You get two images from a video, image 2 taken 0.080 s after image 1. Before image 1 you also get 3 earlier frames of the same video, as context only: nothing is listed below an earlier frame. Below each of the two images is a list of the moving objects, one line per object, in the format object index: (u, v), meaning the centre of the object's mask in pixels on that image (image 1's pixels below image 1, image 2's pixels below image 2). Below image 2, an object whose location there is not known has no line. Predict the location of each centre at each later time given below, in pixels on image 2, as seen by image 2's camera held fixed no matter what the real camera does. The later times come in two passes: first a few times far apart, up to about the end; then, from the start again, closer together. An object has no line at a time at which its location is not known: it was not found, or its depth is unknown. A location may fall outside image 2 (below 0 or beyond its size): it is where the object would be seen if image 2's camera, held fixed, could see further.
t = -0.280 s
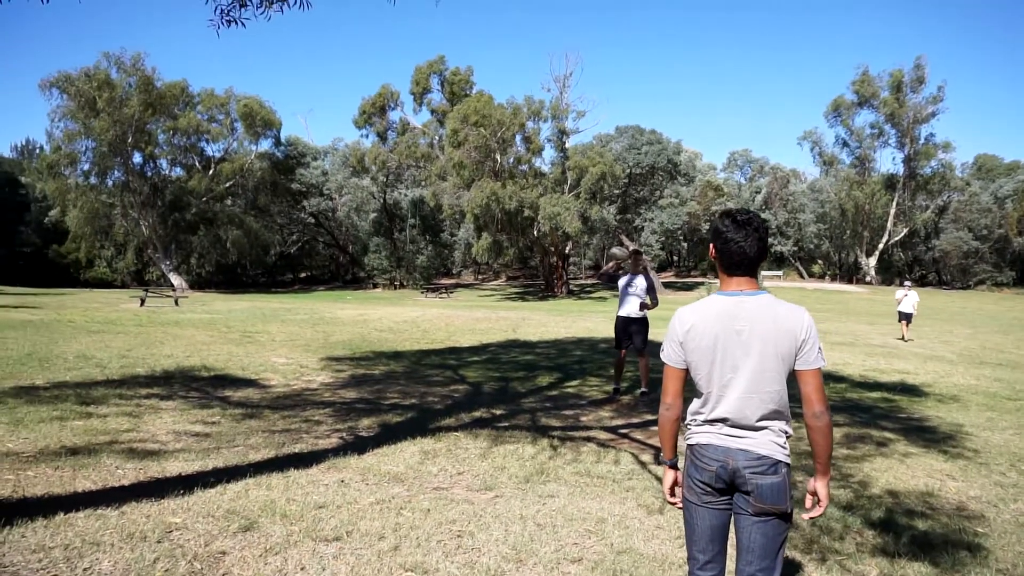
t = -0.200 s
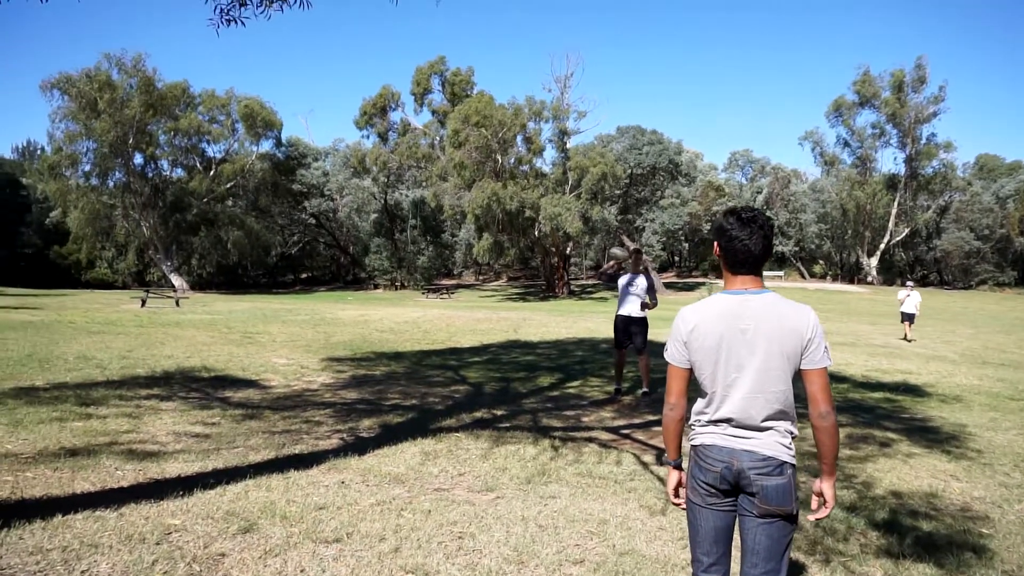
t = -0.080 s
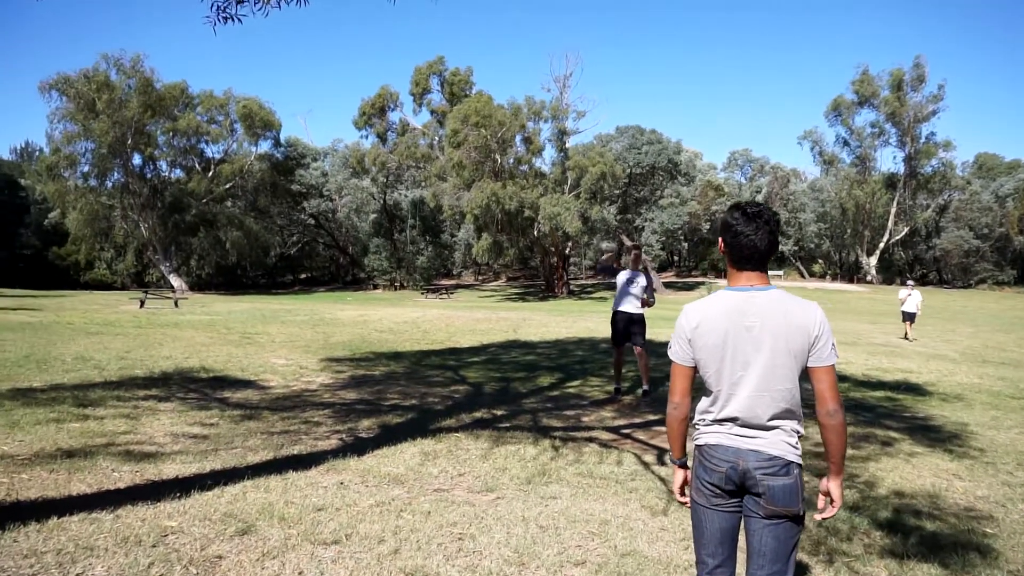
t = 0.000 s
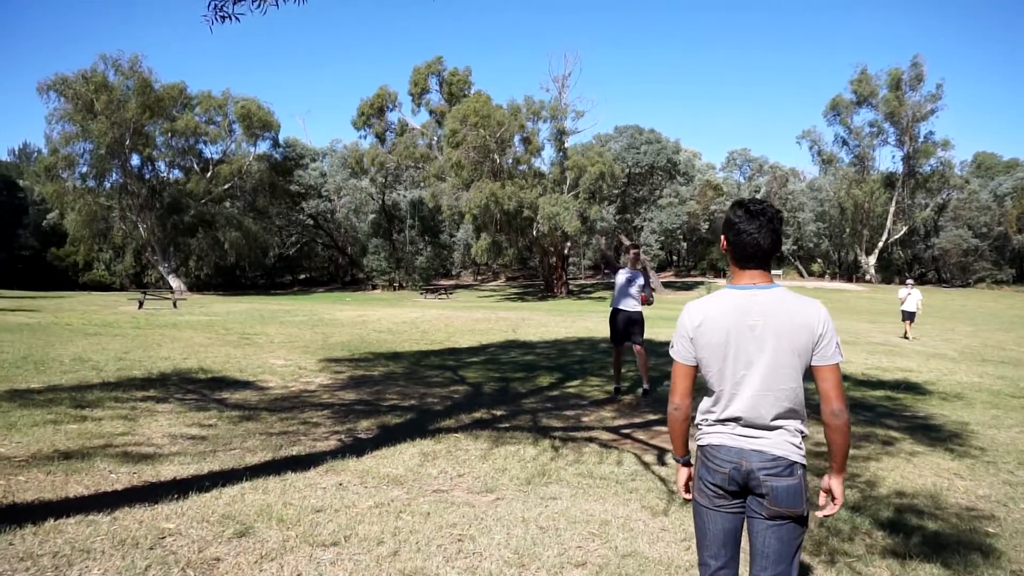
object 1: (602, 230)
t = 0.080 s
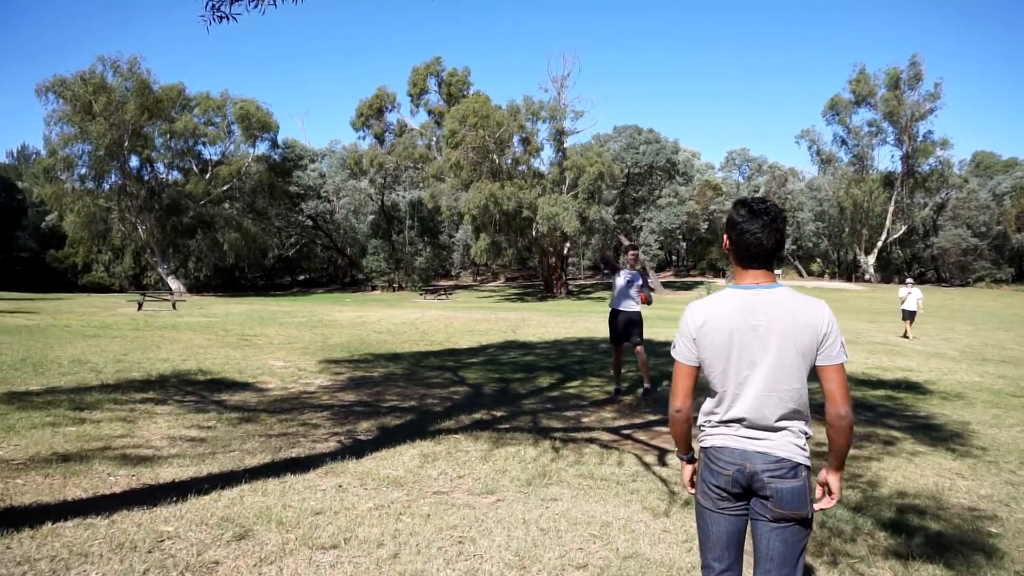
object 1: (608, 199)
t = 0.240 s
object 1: (629, 143)
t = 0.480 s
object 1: (668, 80)
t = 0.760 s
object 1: (740, 67)
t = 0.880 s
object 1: (787, 98)
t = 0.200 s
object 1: (623, 156)
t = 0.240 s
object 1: (629, 143)
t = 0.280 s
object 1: (635, 130)
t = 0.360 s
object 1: (646, 108)
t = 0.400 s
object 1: (653, 97)
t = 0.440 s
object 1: (660, 88)
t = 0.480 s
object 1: (668, 80)
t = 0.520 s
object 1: (675, 73)
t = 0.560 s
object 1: (684, 68)
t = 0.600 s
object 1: (693, 64)
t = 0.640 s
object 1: (703, 61)
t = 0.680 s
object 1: (715, 61)
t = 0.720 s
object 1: (728, 62)
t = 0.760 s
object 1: (740, 67)
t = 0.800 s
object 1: (755, 74)
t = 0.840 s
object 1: (770, 84)
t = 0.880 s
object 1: (787, 98)
